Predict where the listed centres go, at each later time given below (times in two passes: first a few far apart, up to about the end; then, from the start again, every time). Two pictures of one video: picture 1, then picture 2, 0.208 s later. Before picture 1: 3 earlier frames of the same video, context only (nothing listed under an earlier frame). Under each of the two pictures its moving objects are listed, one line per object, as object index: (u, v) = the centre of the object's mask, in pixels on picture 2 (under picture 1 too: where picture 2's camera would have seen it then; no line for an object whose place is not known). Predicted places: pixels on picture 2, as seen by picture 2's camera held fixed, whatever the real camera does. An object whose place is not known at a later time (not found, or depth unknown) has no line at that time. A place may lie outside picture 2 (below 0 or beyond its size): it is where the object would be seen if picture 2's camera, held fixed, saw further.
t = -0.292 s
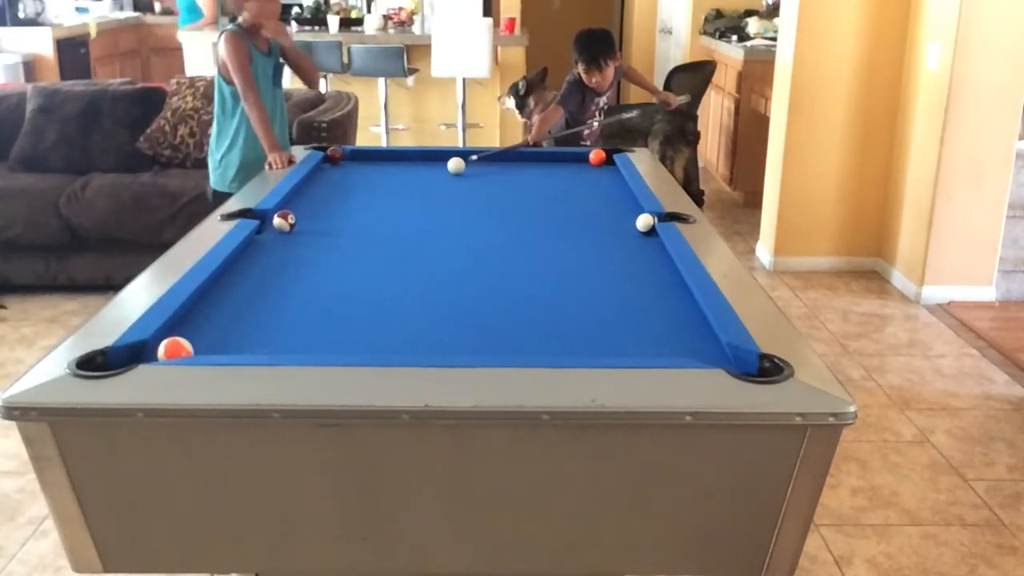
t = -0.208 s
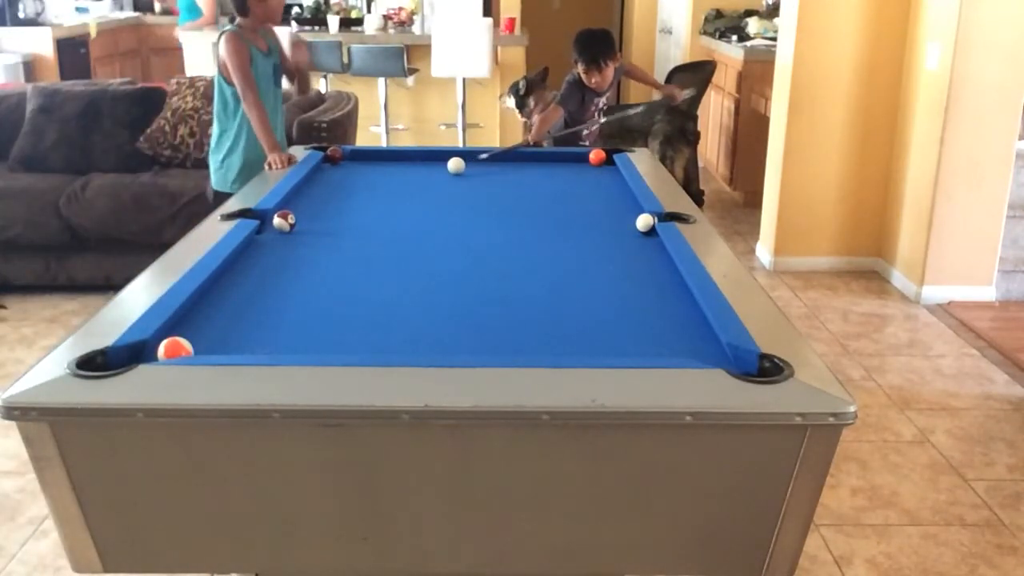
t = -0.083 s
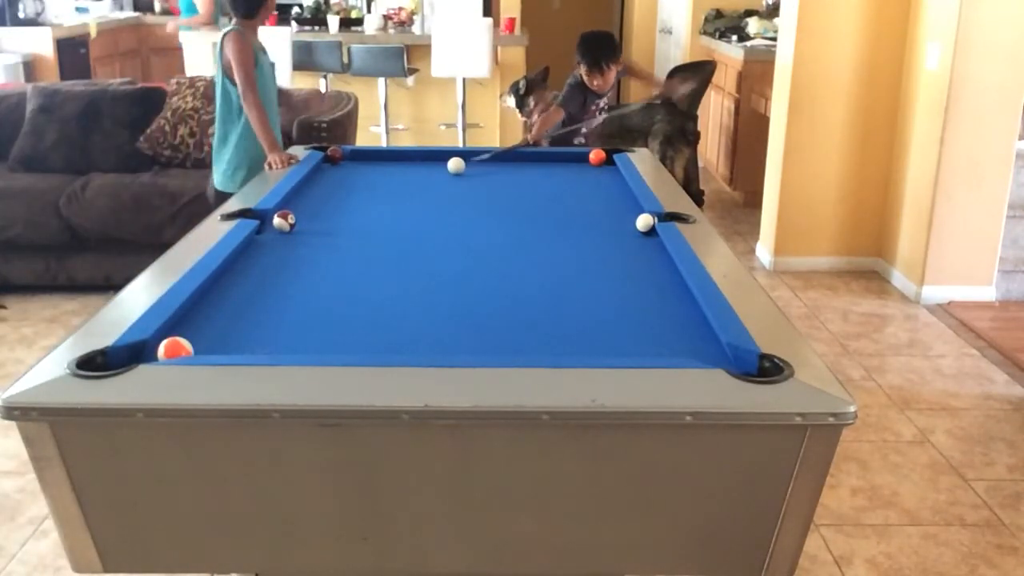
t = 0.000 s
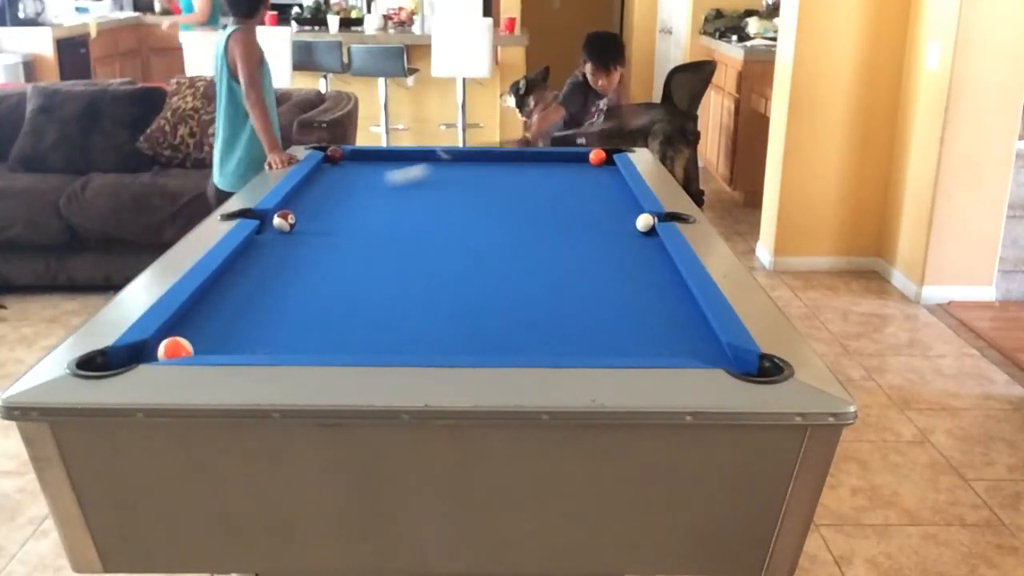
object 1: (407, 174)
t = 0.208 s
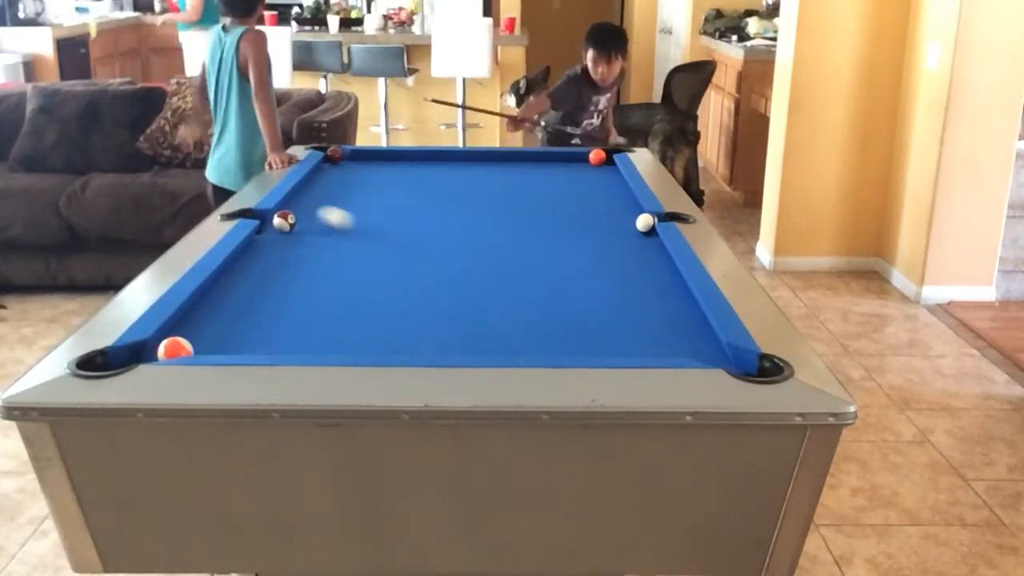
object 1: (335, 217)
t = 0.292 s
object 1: (378, 235)
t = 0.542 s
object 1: (519, 296)
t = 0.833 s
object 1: (694, 334)
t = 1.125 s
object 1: (582, 286)
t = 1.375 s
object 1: (516, 257)
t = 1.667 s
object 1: (455, 229)
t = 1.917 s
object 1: (412, 210)
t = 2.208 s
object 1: (369, 191)
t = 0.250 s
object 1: (356, 226)
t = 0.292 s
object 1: (378, 235)
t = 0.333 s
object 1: (401, 244)
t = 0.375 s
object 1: (424, 254)
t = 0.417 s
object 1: (447, 264)
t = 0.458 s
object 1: (470, 274)
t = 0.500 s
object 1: (494, 285)
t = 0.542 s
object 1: (519, 296)
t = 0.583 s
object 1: (547, 308)
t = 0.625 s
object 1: (576, 322)
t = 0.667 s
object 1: (608, 336)
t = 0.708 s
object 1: (639, 346)
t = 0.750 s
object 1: (676, 349)
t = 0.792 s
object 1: (693, 344)
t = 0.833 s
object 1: (694, 334)
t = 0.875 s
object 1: (673, 325)
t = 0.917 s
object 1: (653, 317)
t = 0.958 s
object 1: (636, 310)
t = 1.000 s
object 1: (621, 304)
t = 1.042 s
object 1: (608, 297)
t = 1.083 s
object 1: (595, 291)
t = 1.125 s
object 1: (582, 286)
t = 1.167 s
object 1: (570, 280)
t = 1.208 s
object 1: (559, 275)
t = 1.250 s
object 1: (547, 270)
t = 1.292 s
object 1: (537, 266)
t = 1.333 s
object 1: (527, 261)
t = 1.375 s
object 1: (516, 257)
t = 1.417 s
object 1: (507, 252)
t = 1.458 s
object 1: (497, 248)
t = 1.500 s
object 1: (488, 244)
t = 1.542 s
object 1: (479, 240)
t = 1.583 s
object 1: (471, 236)
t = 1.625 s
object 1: (463, 233)
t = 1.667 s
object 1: (455, 229)
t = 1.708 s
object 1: (447, 226)
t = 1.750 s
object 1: (440, 222)
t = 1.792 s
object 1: (432, 219)
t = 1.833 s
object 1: (425, 216)
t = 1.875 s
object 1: (418, 213)
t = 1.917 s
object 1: (412, 210)
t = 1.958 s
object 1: (405, 207)
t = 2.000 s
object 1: (399, 204)
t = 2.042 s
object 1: (392, 202)
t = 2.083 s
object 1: (386, 199)
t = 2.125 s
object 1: (381, 196)
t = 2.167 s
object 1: (375, 194)
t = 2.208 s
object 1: (369, 191)
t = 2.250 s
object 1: (364, 189)
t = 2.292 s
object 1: (359, 187)
